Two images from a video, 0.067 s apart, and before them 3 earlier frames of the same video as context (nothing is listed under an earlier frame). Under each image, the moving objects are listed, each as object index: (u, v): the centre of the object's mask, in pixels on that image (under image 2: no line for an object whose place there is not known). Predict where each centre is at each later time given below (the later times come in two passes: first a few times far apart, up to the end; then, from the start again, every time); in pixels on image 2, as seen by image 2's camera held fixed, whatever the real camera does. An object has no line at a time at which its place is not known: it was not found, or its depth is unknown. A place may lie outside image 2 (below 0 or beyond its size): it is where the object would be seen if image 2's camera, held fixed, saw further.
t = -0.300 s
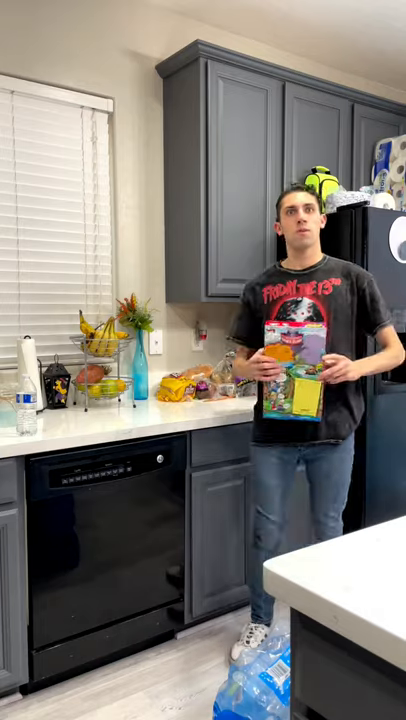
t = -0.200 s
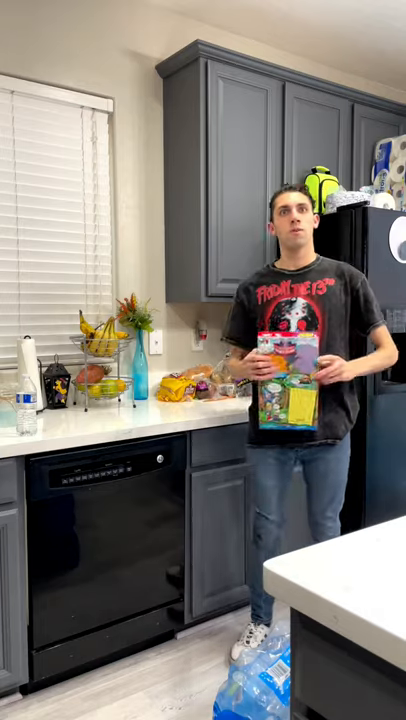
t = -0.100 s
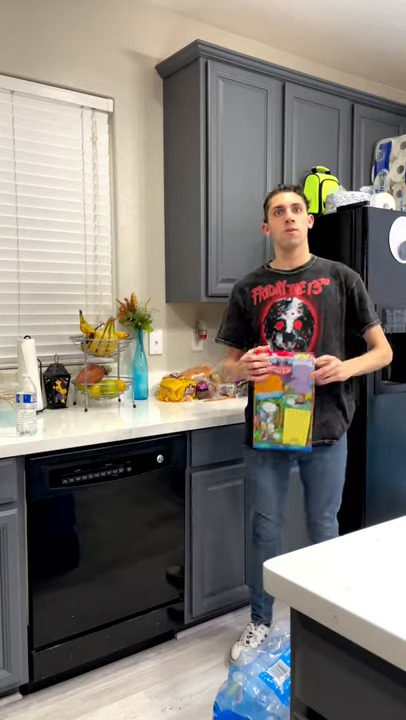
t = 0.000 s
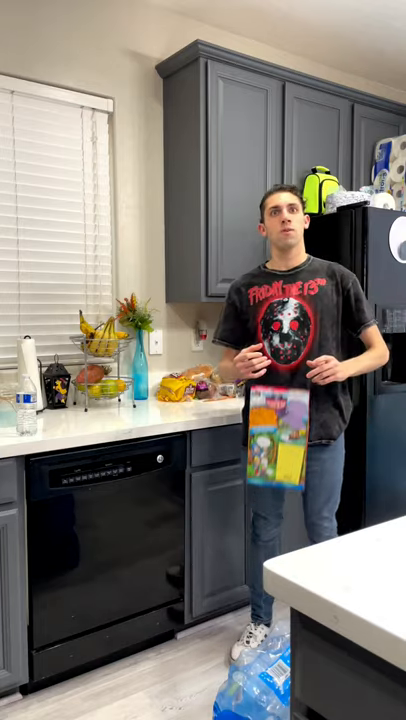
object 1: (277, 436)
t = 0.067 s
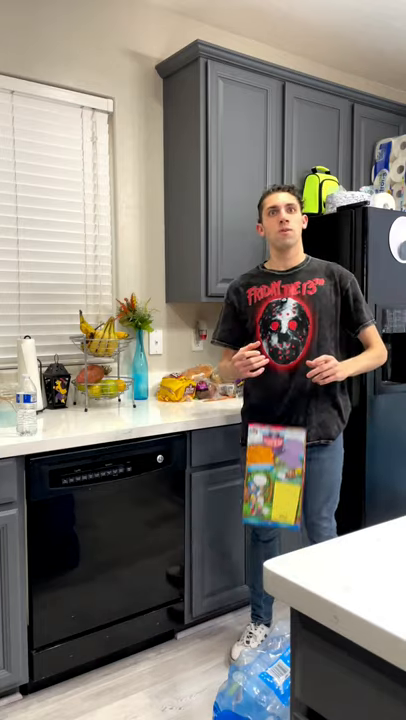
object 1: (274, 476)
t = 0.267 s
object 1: (254, 622)
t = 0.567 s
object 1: (259, 629)
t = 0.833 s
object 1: (259, 629)
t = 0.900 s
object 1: (259, 629)
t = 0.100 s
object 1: (272, 499)
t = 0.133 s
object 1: (269, 520)
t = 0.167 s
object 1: (264, 550)
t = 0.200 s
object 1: (259, 589)
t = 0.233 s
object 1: (256, 614)
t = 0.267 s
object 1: (254, 622)
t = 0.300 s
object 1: (260, 619)
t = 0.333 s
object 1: (262, 620)
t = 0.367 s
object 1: (263, 622)
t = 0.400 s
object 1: (260, 628)
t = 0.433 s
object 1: (259, 629)
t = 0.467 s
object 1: (259, 629)
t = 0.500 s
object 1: (259, 629)
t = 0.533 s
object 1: (259, 629)
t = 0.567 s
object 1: (259, 629)
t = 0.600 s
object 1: (259, 629)
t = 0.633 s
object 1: (259, 629)
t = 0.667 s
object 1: (259, 629)
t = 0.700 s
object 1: (259, 629)
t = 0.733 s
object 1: (259, 629)
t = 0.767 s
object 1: (259, 629)
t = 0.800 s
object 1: (259, 629)
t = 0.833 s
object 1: (259, 629)
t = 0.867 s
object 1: (259, 629)
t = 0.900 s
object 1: (259, 629)
